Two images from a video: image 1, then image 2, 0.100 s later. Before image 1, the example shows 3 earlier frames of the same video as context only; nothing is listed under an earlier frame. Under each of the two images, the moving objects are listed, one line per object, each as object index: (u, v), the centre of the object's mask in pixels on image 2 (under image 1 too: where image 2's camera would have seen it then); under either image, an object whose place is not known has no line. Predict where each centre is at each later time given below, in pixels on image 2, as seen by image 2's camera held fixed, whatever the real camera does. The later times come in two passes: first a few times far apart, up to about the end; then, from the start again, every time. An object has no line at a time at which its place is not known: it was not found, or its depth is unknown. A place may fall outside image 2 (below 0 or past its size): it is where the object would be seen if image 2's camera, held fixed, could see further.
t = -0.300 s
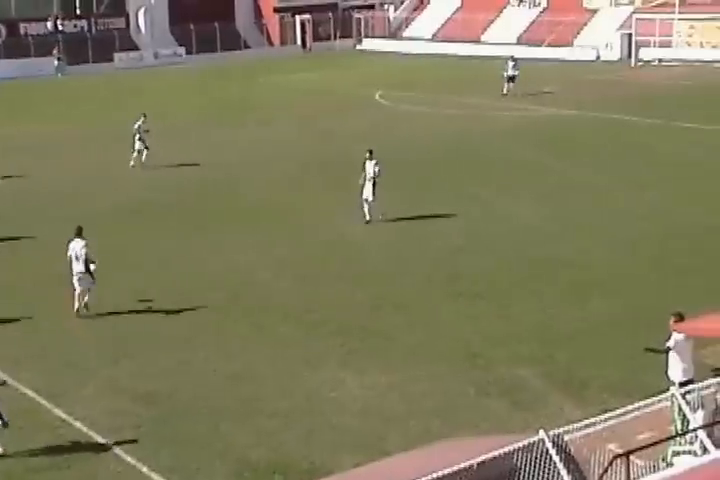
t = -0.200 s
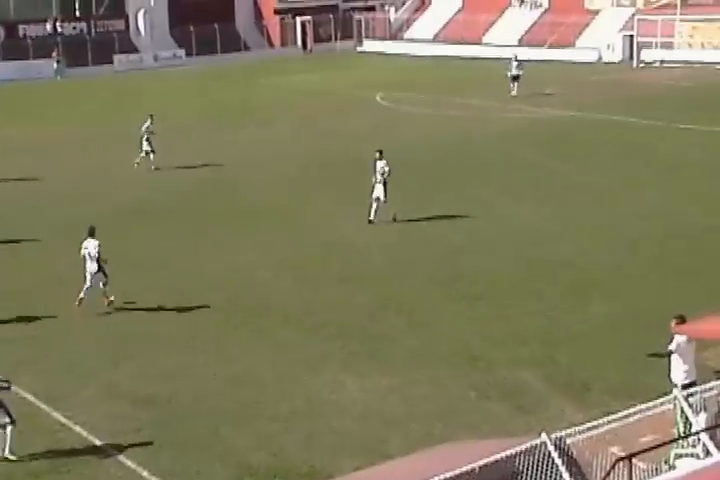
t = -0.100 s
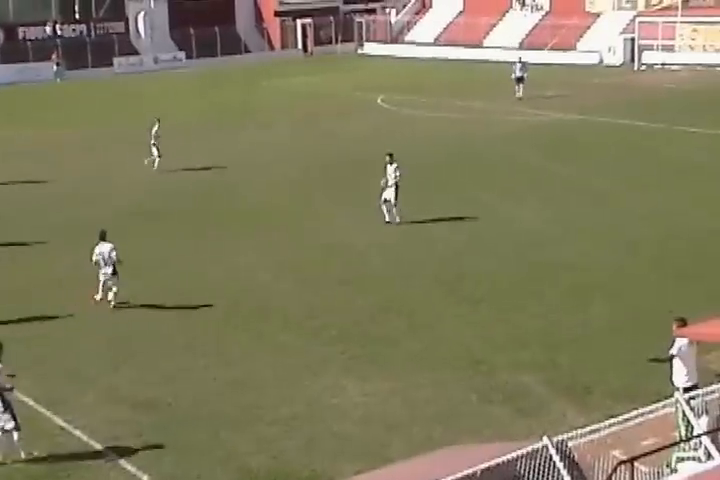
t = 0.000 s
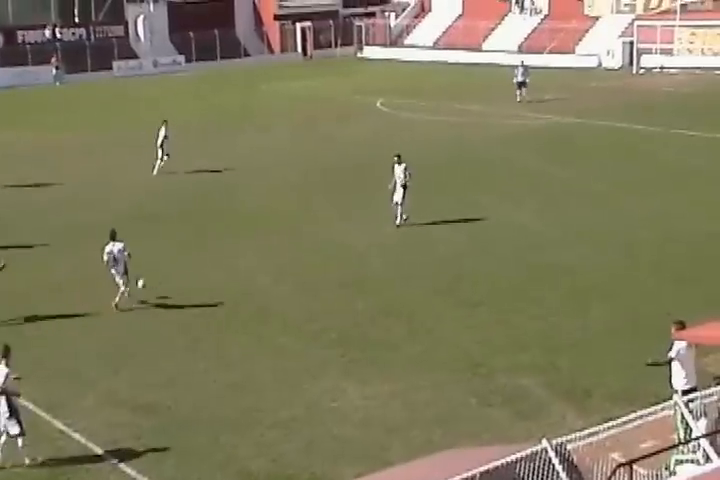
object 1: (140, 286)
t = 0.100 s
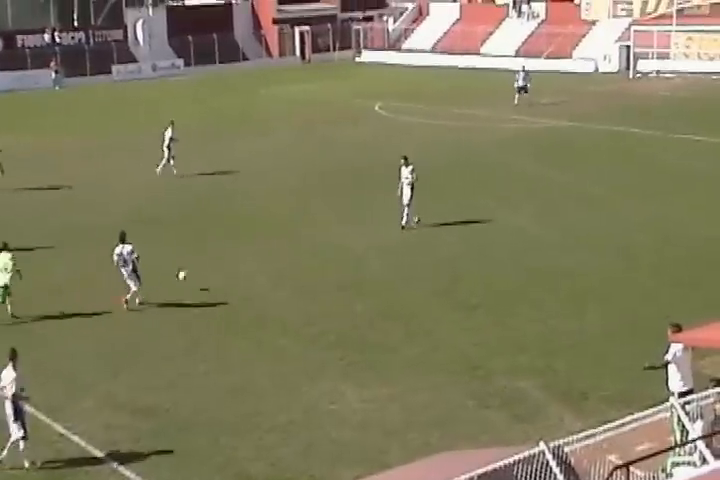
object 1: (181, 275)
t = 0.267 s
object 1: (243, 267)
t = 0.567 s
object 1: (324, 244)
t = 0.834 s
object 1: (381, 229)
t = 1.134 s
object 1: (429, 218)
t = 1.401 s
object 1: (461, 207)
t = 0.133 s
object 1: (195, 272)
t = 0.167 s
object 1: (207, 271)
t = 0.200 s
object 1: (219, 269)
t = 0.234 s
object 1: (232, 268)
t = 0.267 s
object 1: (243, 267)
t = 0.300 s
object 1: (253, 262)
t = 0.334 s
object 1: (262, 259)
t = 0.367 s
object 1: (271, 255)
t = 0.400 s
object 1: (280, 251)
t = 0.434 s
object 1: (289, 249)
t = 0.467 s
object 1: (298, 247)
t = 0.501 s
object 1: (306, 246)
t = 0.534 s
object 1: (315, 245)
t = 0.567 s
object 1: (324, 244)
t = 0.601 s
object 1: (331, 243)
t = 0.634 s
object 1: (339, 239)
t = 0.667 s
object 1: (347, 238)
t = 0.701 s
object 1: (354, 235)
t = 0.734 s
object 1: (361, 235)
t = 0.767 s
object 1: (368, 233)
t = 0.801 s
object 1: (375, 231)
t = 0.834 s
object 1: (381, 229)
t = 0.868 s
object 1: (388, 228)
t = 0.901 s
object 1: (393, 227)
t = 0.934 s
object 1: (398, 225)
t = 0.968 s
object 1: (403, 223)
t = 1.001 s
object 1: (409, 222)
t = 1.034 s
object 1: (415, 222)
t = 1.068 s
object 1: (420, 219)
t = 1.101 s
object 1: (425, 218)
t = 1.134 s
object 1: (429, 218)
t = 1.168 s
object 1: (434, 216)
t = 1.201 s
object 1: (438, 213)
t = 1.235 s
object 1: (442, 213)
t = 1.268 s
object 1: (446, 211)
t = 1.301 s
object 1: (450, 210)
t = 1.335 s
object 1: (454, 209)
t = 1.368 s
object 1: (458, 209)
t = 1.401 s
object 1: (461, 207)
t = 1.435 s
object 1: (465, 205)
